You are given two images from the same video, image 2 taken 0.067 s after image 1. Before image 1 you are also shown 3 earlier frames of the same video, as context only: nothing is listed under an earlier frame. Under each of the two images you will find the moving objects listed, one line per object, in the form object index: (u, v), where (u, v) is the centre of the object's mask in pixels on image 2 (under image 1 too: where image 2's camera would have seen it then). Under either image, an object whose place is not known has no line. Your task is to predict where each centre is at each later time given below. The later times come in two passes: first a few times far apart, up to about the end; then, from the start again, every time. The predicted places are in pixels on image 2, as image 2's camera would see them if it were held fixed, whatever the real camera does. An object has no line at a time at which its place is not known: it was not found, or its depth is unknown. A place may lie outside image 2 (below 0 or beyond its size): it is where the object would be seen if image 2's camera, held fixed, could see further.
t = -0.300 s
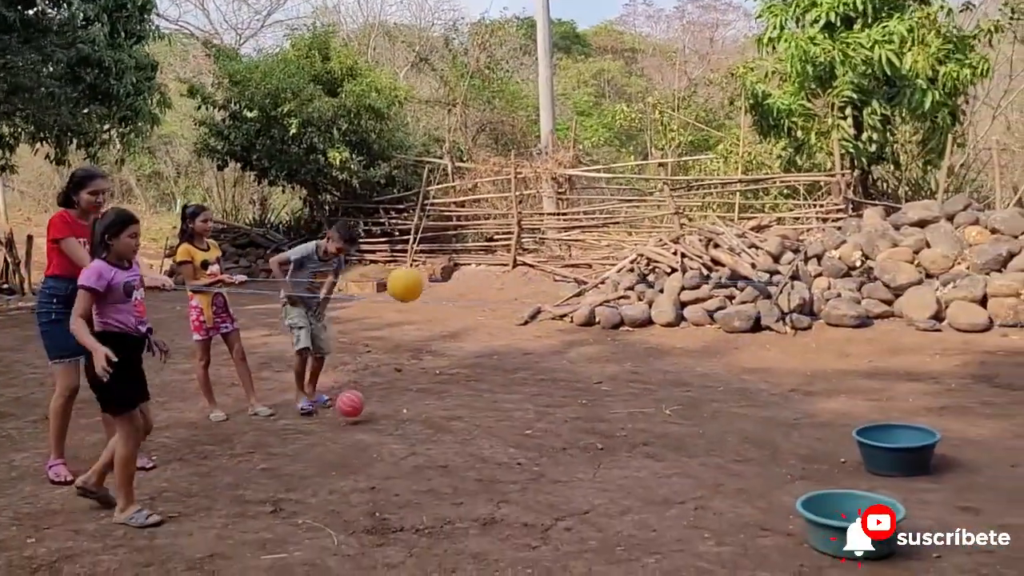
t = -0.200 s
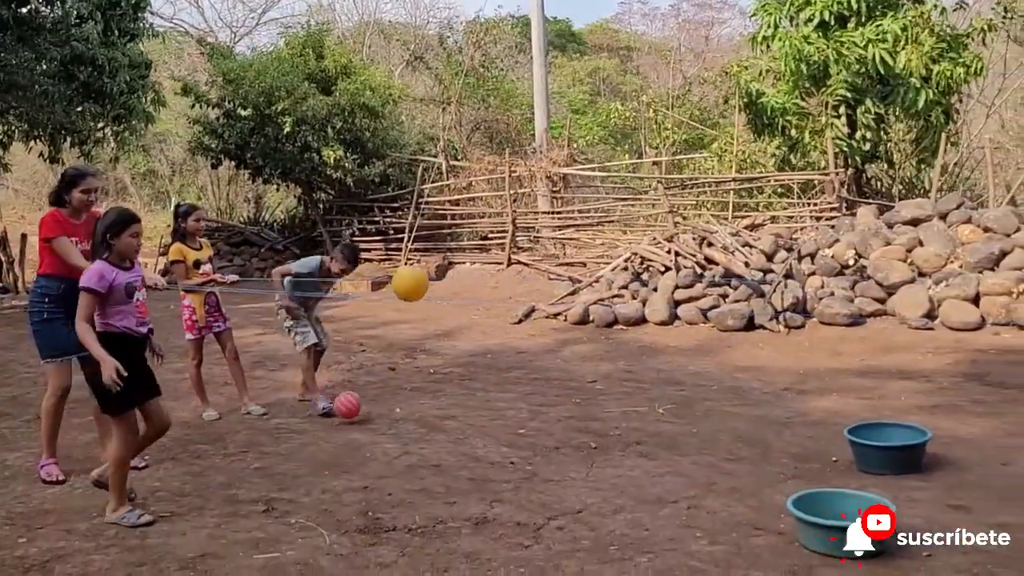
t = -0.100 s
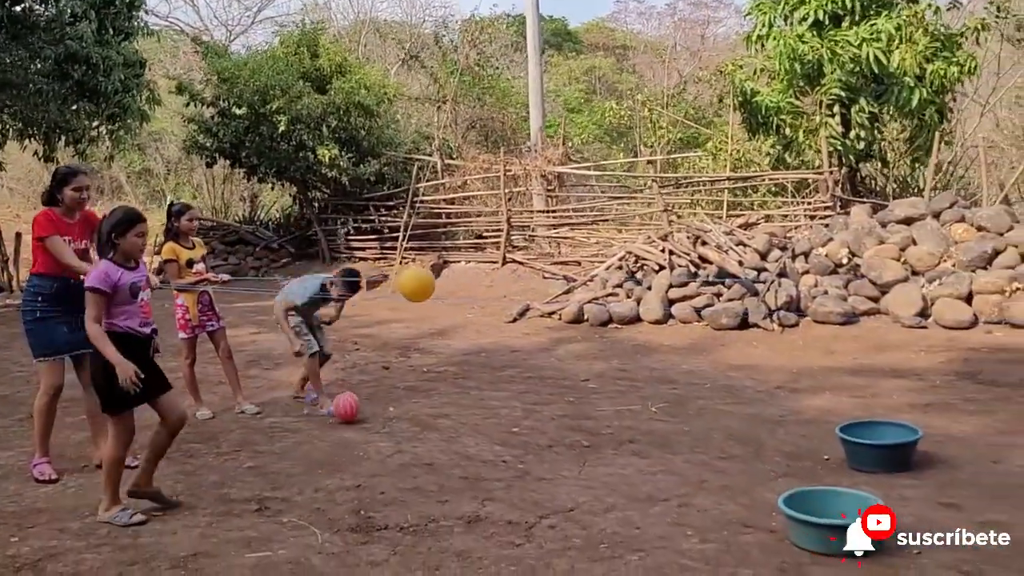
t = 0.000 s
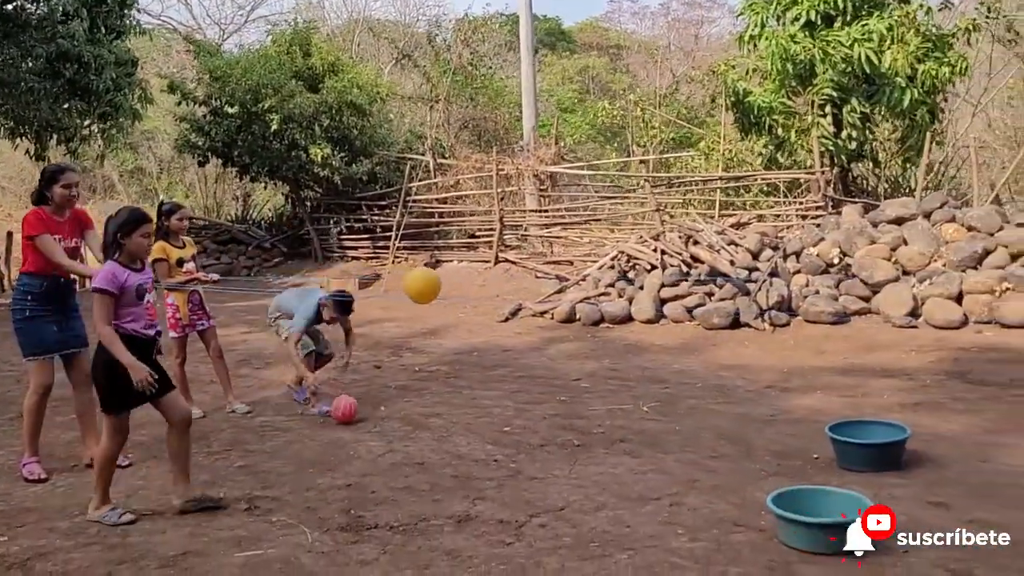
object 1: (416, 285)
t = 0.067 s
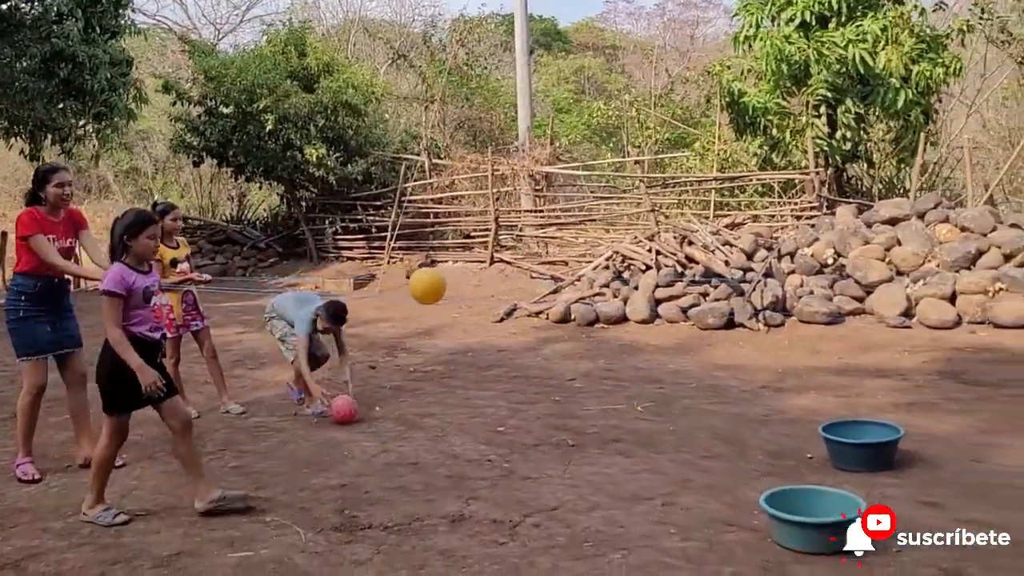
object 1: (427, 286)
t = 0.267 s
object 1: (458, 286)
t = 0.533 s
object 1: (503, 289)
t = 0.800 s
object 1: (552, 295)
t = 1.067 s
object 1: (607, 322)
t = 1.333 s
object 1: (659, 479)
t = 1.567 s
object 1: (689, 429)
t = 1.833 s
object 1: (720, 448)
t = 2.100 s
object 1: (740, 447)
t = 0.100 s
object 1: (432, 286)
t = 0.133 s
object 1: (437, 286)
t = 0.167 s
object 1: (443, 286)
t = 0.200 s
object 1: (447, 285)
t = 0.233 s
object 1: (452, 286)
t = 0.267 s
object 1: (458, 286)
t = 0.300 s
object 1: (463, 287)
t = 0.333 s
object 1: (469, 288)
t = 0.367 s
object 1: (474, 287)
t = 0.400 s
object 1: (480, 288)
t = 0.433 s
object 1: (486, 288)
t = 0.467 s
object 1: (491, 288)
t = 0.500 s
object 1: (497, 289)
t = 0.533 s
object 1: (503, 289)
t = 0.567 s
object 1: (510, 290)
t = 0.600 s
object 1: (515, 290)
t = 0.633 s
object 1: (521, 291)
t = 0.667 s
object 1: (528, 291)
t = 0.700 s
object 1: (534, 292)
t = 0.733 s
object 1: (541, 294)
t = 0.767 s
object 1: (546, 294)
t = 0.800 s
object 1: (552, 295)
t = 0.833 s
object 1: (559, 295)
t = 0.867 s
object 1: (565, 295)
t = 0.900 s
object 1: (572, 296)
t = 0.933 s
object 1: (579, 296)
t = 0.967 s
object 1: (586, 299)
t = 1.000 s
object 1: (592, 305)
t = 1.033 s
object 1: (600, 313)
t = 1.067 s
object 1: (607, 322)
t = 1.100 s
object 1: (614, 334)
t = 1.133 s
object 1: (621, 348)
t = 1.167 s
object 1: (628, 365)
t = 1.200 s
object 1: (635, 384)
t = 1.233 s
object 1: (641, 405)
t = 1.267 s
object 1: (647, 427)
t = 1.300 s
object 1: (653, 451)
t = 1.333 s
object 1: (659, 479)
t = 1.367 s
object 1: (663, 476)
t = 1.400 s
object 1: (668, 463)
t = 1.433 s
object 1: (672, 452)
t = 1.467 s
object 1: (676, 443)
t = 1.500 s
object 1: (680, 436)
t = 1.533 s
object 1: (685, 432)
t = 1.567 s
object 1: (689, 429)
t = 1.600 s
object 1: (693, 430)
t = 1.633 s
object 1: (697, 431)
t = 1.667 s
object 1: (702, 435)
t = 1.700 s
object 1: (706, 441)
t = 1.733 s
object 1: (710, 450)
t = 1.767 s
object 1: (714, 460)
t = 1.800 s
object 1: (717, 453)
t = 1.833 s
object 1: (720, 448)
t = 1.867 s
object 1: (722, 445)
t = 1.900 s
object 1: (725, 444)
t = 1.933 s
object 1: (727, 445)
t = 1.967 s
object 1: (729, 448)
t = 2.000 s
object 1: (733, 453)
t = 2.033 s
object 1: (735, 449)
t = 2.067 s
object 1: (737, 447)
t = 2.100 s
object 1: (740, 447)
